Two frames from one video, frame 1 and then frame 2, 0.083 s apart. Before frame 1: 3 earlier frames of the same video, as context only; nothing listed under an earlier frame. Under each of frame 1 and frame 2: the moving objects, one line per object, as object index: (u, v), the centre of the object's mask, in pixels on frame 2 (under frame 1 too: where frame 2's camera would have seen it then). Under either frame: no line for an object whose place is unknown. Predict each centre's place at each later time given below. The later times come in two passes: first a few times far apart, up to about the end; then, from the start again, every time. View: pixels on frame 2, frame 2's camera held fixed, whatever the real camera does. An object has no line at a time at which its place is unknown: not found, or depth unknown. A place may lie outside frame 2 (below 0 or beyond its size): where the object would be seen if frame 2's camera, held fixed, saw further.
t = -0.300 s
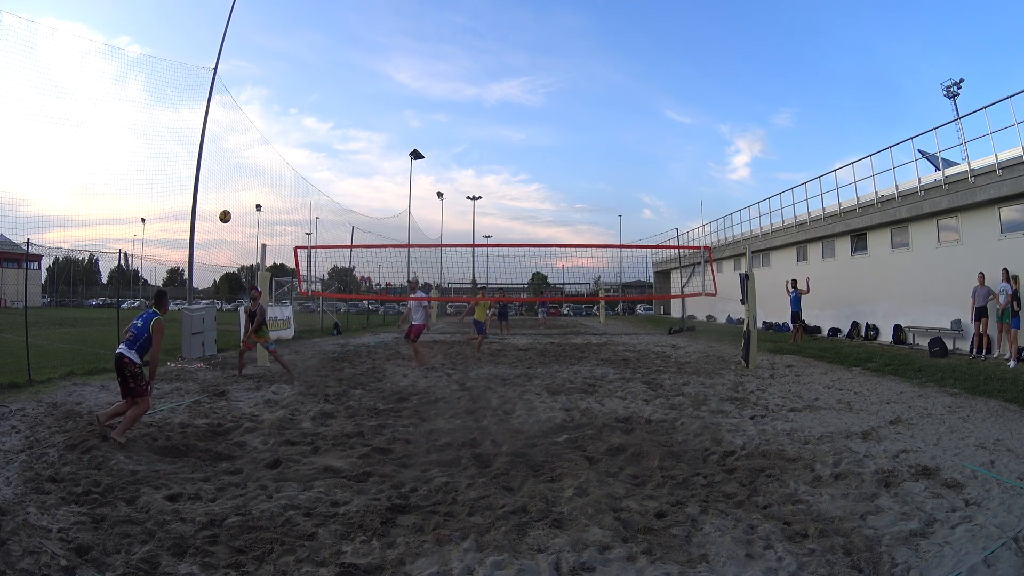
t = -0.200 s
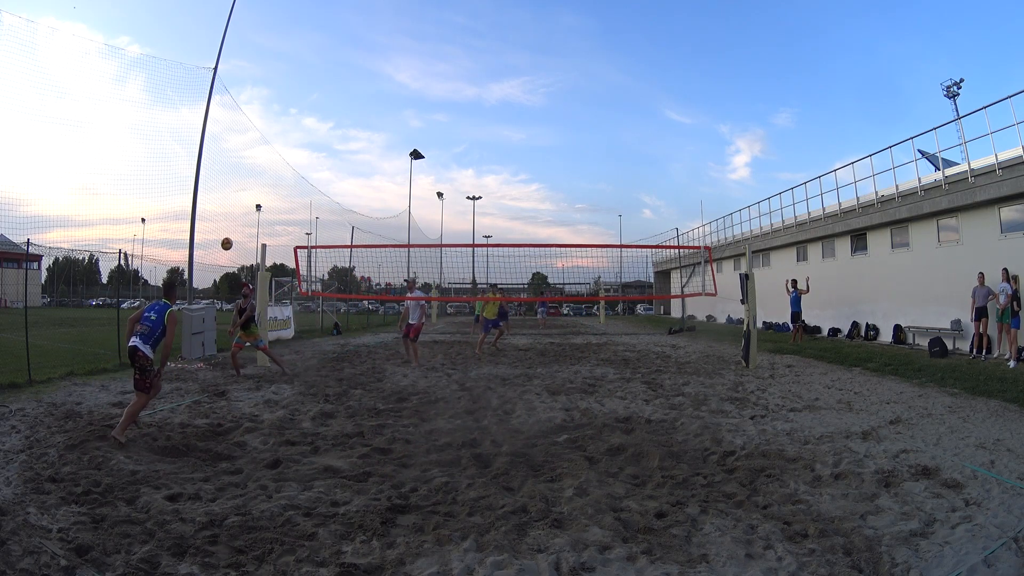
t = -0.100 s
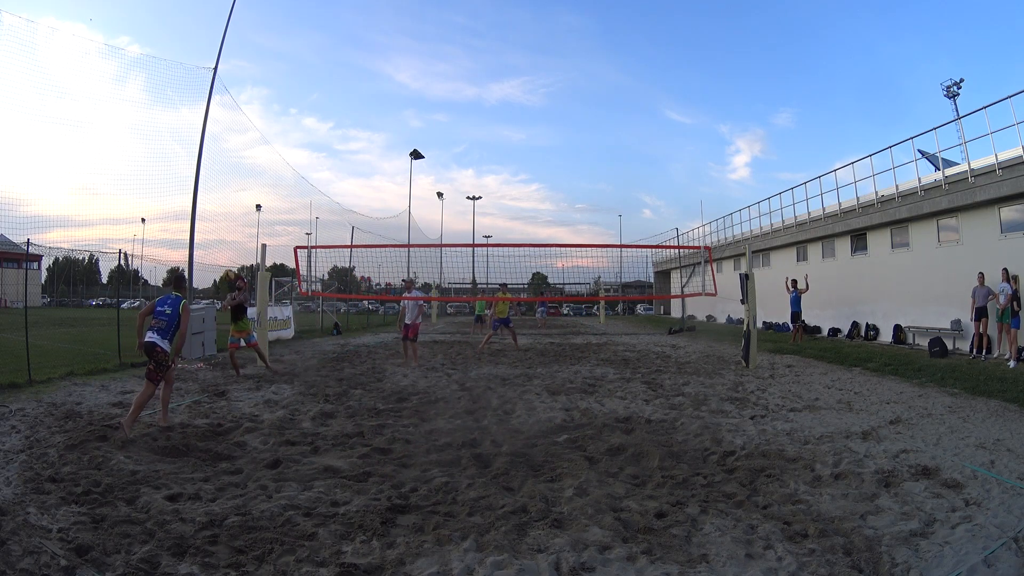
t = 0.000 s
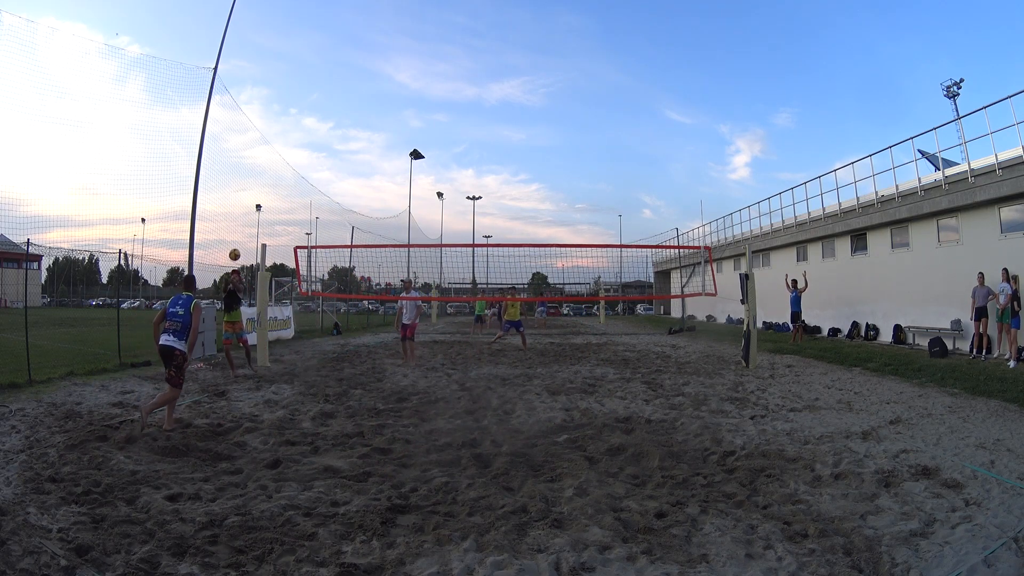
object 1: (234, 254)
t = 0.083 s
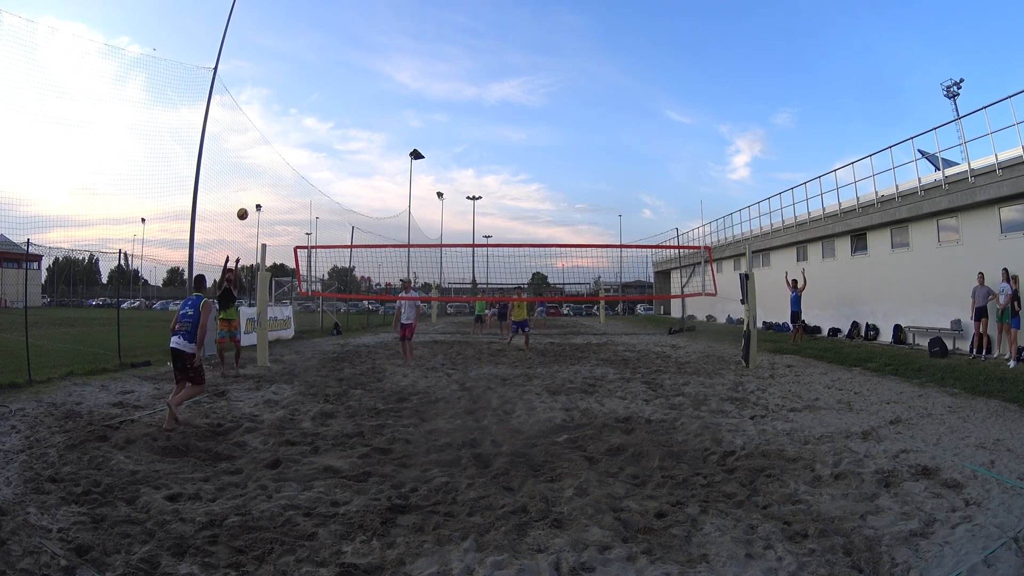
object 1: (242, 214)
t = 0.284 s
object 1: (264, 137)
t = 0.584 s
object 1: (295, 74)
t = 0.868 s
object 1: (317, 58)
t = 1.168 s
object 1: (334, 85)
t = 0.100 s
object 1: (244, 206)
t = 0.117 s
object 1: (246, 199)
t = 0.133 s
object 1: (248, 192)
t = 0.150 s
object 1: (249, 185)
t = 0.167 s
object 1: (251, 178)
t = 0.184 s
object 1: (253, 172)
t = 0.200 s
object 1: (255, 166)
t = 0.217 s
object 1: (257, 160)
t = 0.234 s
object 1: (258, 154)
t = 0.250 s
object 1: (260, 148)
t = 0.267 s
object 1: (262, 143)
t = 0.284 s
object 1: (264, 137)
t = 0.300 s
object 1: (266, 132)
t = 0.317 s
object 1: (268, 127)
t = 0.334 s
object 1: (269, 123)
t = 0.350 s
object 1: (271, 118)
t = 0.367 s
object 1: (273, 114)
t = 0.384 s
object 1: (275, 110)
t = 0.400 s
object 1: (277, 106)
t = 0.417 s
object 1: (278, 102)
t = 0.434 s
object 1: (280, 98)
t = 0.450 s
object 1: (282, 95)
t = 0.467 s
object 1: (284, 92)
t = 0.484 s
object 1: (285, 89)
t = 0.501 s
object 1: (287, 86)
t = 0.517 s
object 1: (289, 83)
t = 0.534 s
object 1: (290, 81)
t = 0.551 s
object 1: (292, 78)
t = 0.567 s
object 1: (293, 76)
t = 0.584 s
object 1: (295, 74)
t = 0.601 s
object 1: (297, 72)
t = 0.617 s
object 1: (298, 70)
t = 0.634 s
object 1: (299, 68)
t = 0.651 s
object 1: (301, 67)
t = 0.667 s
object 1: (302, 65)
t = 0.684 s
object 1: (304, 64)
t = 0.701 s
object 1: (305, 63)
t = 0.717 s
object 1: (306, 62)
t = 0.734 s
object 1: (308, 61)
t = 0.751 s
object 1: (309, 60)
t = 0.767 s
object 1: (310, 59)
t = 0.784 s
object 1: (311, 59)
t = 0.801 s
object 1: (313, 58)
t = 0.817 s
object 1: (314, 58)
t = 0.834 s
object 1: (315, 58)
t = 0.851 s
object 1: (316, 58)
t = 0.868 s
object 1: (317, 58)
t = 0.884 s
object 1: (318, 58)
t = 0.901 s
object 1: (320, 59)
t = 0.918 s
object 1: (321, 59)
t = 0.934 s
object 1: (322, 60)
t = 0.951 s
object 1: (323, 61)
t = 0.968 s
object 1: (324, 62)
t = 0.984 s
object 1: (325, 63)
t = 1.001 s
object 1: (326, 64)
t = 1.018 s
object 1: (327, 66)
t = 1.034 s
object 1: (328, 67)
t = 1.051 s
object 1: (328, 69)
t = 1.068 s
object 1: (329, 71)
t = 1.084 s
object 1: (330, 73)
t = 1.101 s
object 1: (331, 75)
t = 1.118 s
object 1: (332, 77)
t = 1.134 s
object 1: (332, 79)
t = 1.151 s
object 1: (333, 82)
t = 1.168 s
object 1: (334, 85)
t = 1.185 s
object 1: (335, 88)
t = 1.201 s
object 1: (335, 91)
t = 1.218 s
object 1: (336, 94)
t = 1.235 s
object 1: (337, 97)
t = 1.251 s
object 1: (337, 101)
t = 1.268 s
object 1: (338, 104)
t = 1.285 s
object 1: (339, 108)
